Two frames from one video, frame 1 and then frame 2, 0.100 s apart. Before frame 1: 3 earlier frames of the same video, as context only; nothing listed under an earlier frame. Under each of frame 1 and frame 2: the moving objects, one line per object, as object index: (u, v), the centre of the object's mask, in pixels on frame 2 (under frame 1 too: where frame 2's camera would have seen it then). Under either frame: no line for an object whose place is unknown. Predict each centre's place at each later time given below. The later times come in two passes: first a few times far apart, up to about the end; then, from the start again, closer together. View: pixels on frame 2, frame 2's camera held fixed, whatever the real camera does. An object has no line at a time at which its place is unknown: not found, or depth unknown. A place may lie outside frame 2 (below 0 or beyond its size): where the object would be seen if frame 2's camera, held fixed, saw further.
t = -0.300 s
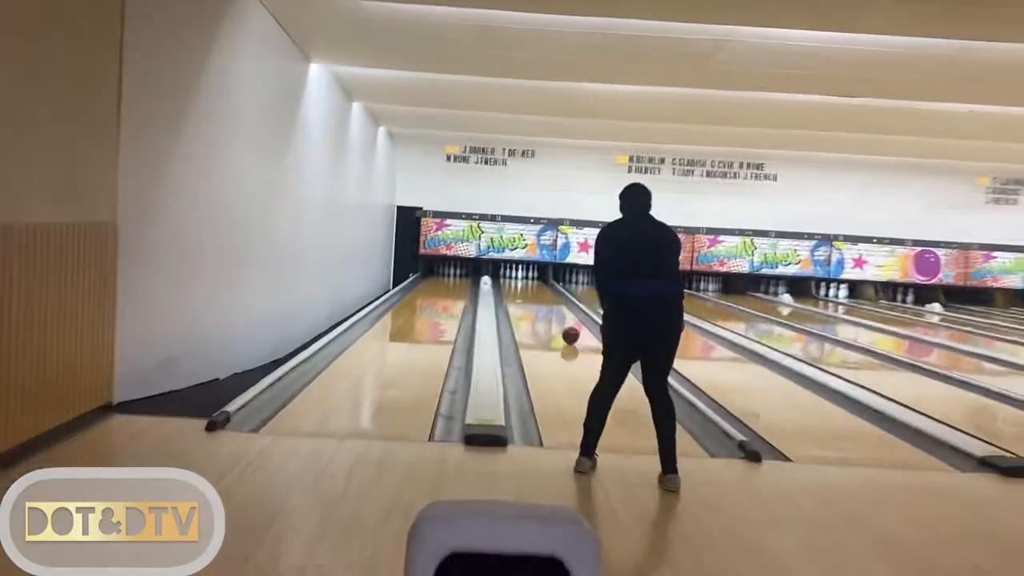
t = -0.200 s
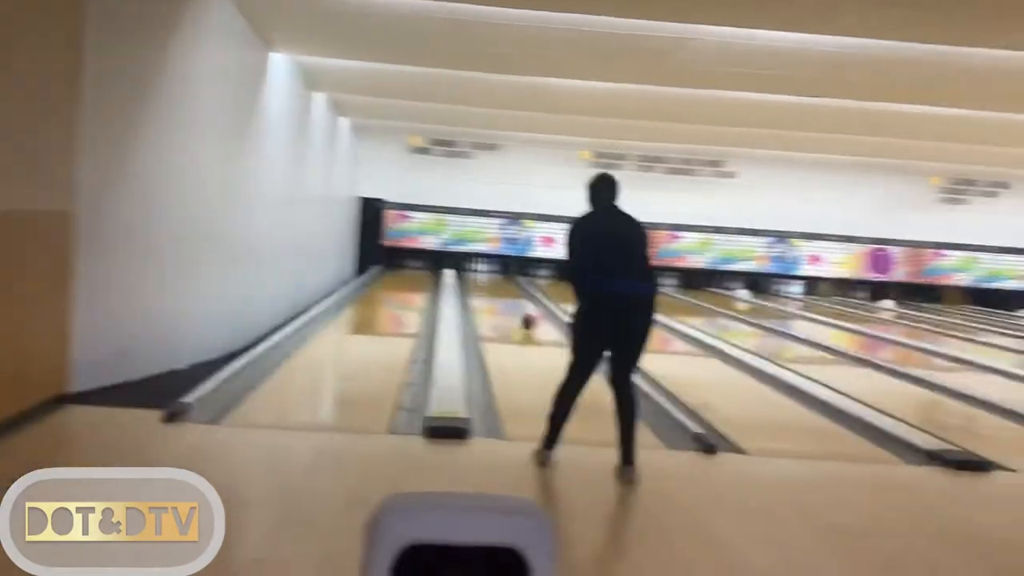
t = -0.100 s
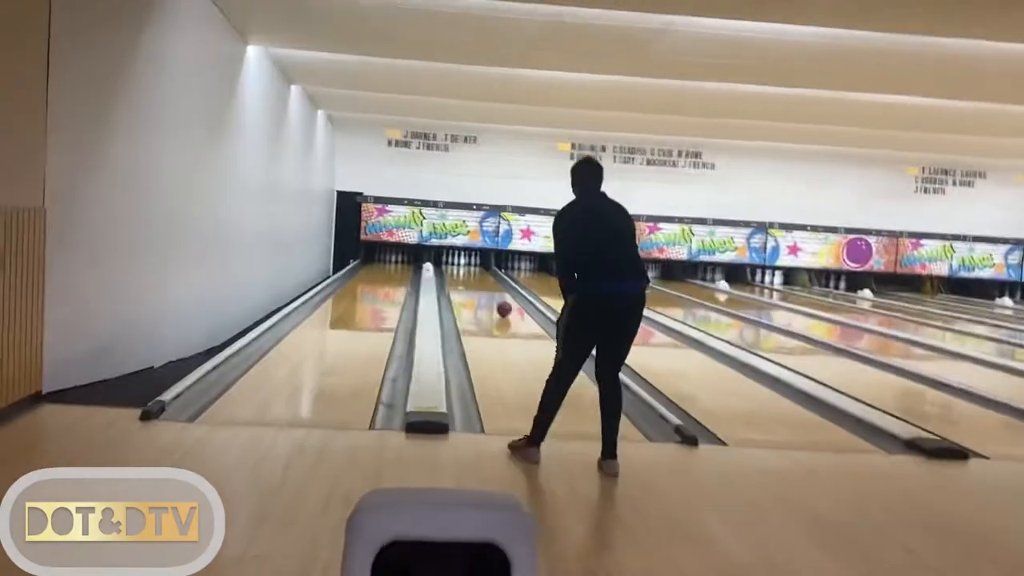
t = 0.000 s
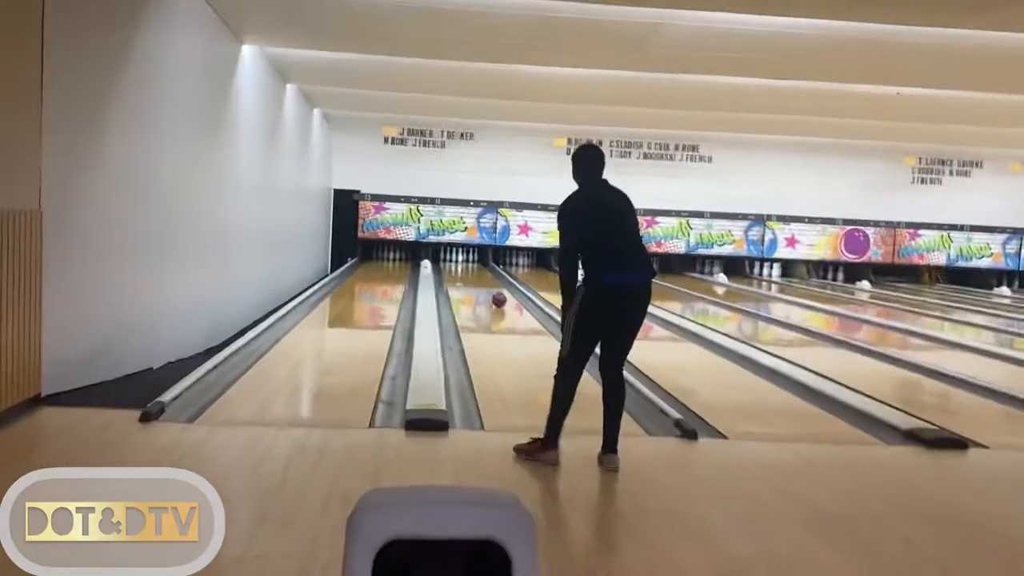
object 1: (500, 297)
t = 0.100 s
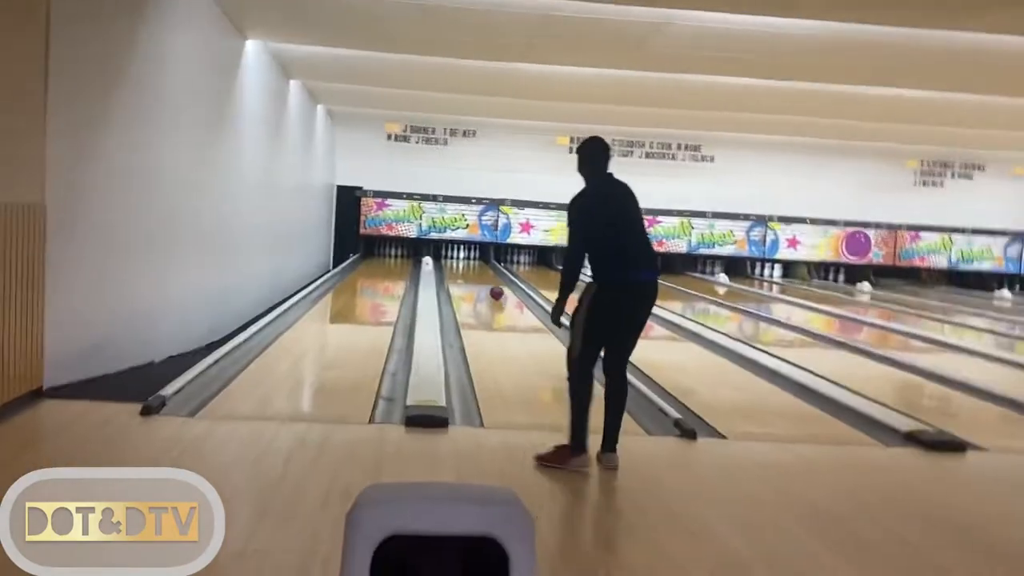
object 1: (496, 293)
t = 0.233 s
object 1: (493, 289)
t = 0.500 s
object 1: (485, 281)
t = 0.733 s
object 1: (480, 272)
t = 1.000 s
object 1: (478, 267)
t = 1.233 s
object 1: (473, 261)
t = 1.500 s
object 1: (471, 257)
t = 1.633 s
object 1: (468, 256)
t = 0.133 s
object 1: (495, 292)
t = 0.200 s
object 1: (493, 289)
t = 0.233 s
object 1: (493, 289)
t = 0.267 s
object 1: (492, 287)
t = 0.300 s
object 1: (491, 286)
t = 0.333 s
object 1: (489, 283)
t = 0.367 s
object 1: (489, 282)
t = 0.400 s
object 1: (488, 282)
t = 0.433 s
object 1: (487, 282)
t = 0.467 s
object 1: (487, 282)
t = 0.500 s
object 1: (485, 281)
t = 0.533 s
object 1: (485, 279)
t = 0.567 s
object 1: (485, 278)
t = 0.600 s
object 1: (484, 277)
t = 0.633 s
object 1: (482, 274)
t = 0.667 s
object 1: (482, 273)
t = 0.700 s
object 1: (481, 272)
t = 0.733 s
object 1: (480, 272)
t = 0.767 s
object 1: (480, 272)
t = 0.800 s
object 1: (478, 271)
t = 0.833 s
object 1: (479, 269)
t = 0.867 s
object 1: (478, 269)
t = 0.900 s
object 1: (478, 268)
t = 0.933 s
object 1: (477, 267)
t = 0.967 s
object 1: (476, 267)
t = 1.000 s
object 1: (478, 267)
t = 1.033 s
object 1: (476, 265)
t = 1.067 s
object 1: (476, 265)
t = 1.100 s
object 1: (474, 263)
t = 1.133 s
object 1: (473, 263)
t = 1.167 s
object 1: (473, 262)
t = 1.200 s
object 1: (473, 262)
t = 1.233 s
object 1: (473, 261)
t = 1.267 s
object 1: (472, 261)
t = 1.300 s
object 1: (472, 260)
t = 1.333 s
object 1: (471, 259)
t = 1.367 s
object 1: (471, 259)
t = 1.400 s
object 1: (471, 259)
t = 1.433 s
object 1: (471, 258)
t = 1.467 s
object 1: (471, 257)
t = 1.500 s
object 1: (471, 257)
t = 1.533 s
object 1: (470, 257)
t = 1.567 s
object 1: (470, 256)
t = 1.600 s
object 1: (469, 257)
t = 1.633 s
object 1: (468, 256)
